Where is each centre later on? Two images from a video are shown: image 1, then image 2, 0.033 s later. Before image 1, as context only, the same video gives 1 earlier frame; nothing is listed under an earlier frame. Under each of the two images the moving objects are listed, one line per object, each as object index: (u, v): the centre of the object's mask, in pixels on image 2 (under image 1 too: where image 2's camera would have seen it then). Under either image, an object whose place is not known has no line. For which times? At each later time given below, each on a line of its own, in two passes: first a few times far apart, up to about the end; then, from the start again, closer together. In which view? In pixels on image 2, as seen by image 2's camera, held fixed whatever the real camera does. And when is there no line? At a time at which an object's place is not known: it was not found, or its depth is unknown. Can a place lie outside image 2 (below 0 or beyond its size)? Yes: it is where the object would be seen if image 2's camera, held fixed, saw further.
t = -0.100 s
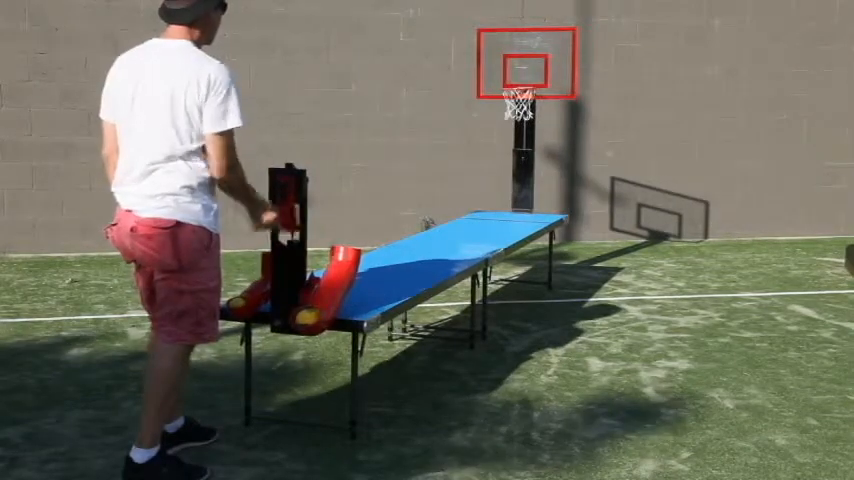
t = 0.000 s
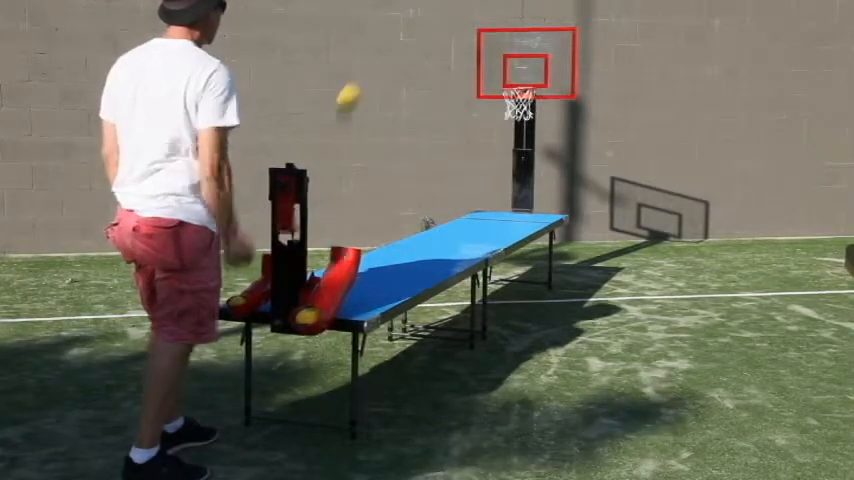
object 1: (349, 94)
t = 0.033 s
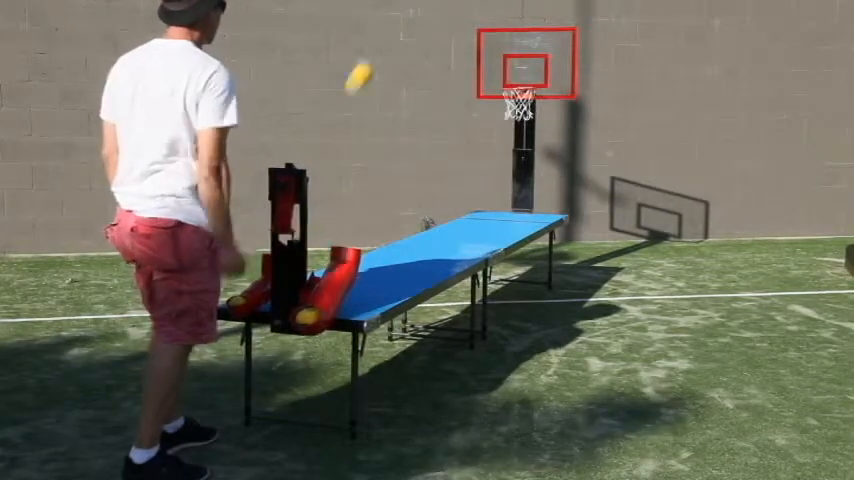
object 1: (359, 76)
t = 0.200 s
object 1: (415, 3)
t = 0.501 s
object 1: (483, 19)
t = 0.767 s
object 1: (495, 56)
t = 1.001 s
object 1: (459, 55)
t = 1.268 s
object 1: (407, 168)
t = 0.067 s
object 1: (372, 52)
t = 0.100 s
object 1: (385, 35)
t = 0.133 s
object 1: (397, 19)
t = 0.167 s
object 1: (407, 8)
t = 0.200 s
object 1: (415, 3)
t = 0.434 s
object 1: (472, 4)
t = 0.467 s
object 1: (477, 8)
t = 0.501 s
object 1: (483, 19)
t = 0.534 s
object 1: (487, 31)
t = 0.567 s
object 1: (492, 44)
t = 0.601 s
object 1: (496, 57)
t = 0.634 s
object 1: (499, 74)
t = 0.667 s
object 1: (502, 79)
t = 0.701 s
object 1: (502, 71)
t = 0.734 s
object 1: (498, 63)
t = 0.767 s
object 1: (495, 56)
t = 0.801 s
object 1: (490, 50)
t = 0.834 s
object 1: (485, 47)
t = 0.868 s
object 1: (480, 45)
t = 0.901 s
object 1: (475, 45)
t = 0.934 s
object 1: (470, 47)
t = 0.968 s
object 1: (465, 50)
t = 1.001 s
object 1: (459, 55)
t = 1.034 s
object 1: (453, 62)
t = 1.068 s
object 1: (447, 72)
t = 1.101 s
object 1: (441, 82)
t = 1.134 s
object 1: (434, 96)
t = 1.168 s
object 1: (428, 109)
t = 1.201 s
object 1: (423, 126)
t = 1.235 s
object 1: (416, 147)
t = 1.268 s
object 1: (407, 168)
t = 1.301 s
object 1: (401, 191)
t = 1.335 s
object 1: (393, 216)
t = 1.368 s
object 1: (388, 235)
